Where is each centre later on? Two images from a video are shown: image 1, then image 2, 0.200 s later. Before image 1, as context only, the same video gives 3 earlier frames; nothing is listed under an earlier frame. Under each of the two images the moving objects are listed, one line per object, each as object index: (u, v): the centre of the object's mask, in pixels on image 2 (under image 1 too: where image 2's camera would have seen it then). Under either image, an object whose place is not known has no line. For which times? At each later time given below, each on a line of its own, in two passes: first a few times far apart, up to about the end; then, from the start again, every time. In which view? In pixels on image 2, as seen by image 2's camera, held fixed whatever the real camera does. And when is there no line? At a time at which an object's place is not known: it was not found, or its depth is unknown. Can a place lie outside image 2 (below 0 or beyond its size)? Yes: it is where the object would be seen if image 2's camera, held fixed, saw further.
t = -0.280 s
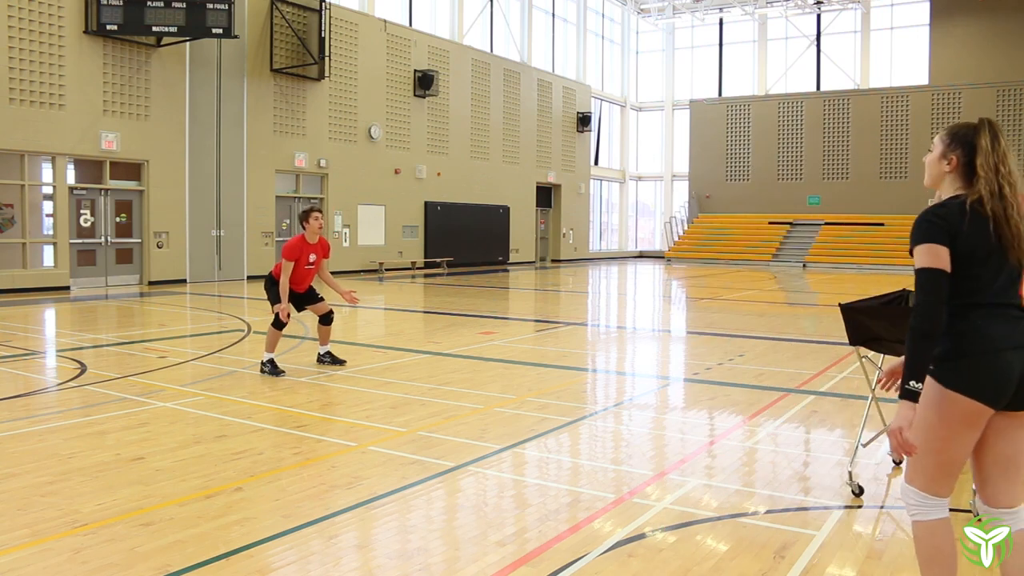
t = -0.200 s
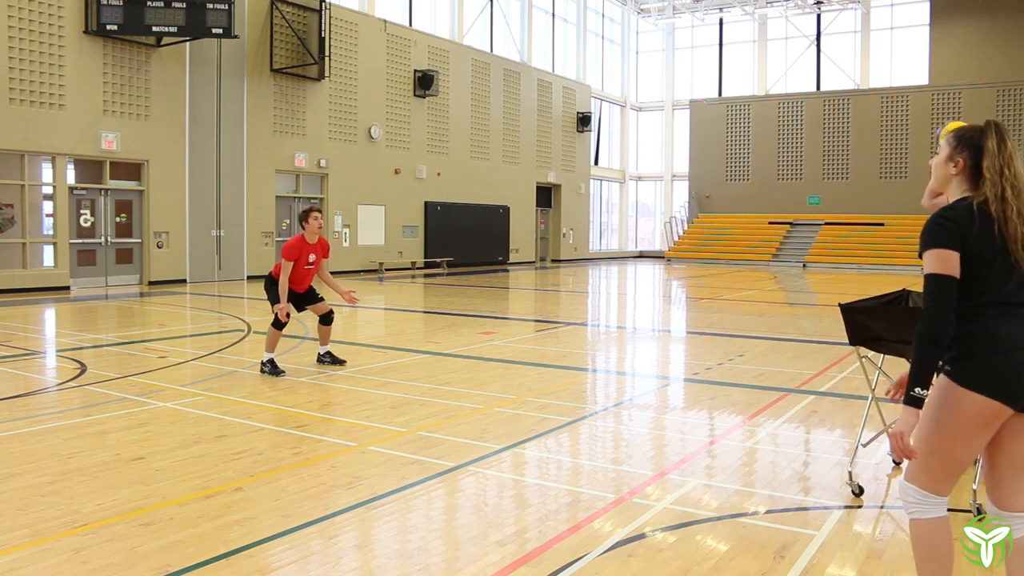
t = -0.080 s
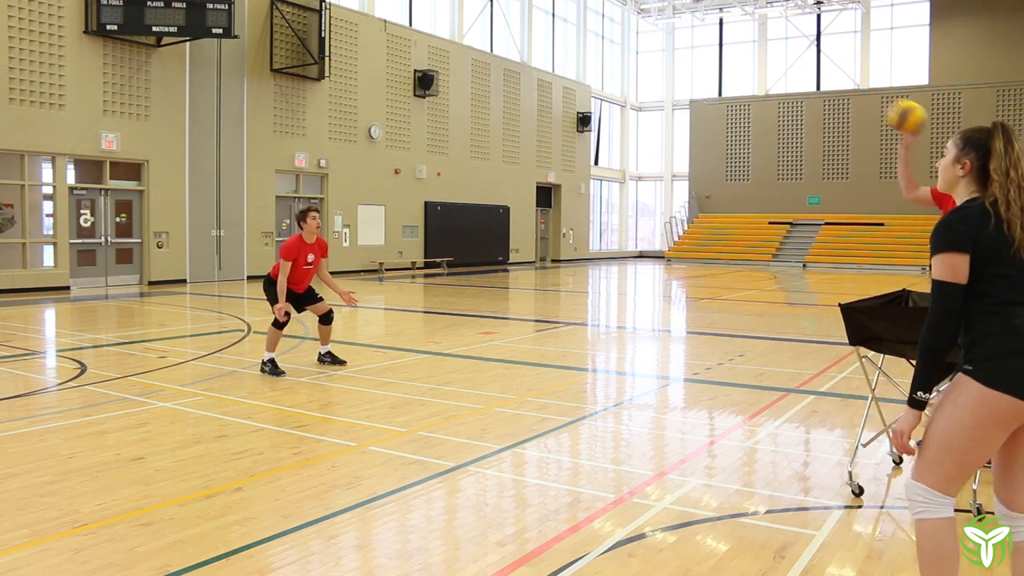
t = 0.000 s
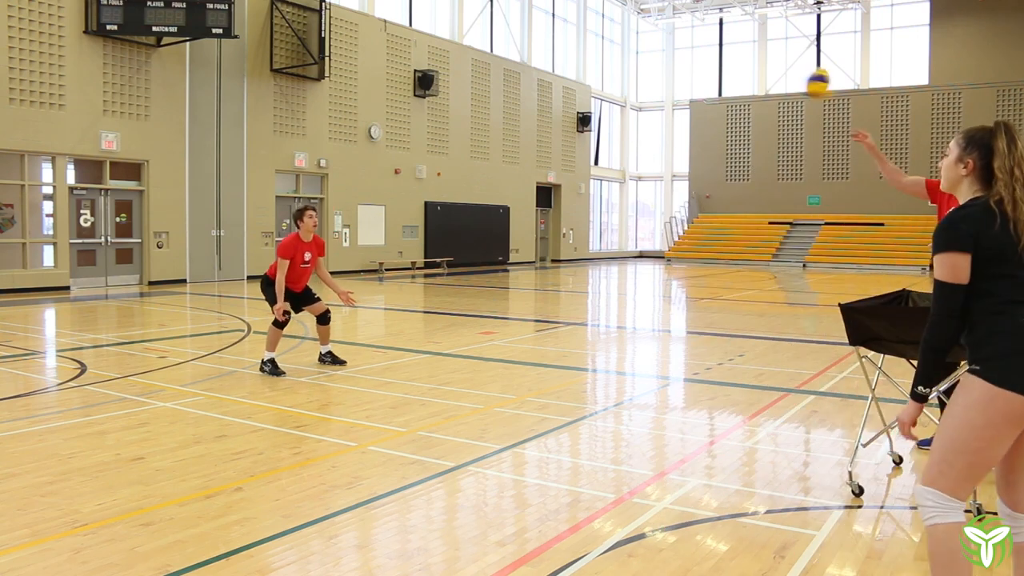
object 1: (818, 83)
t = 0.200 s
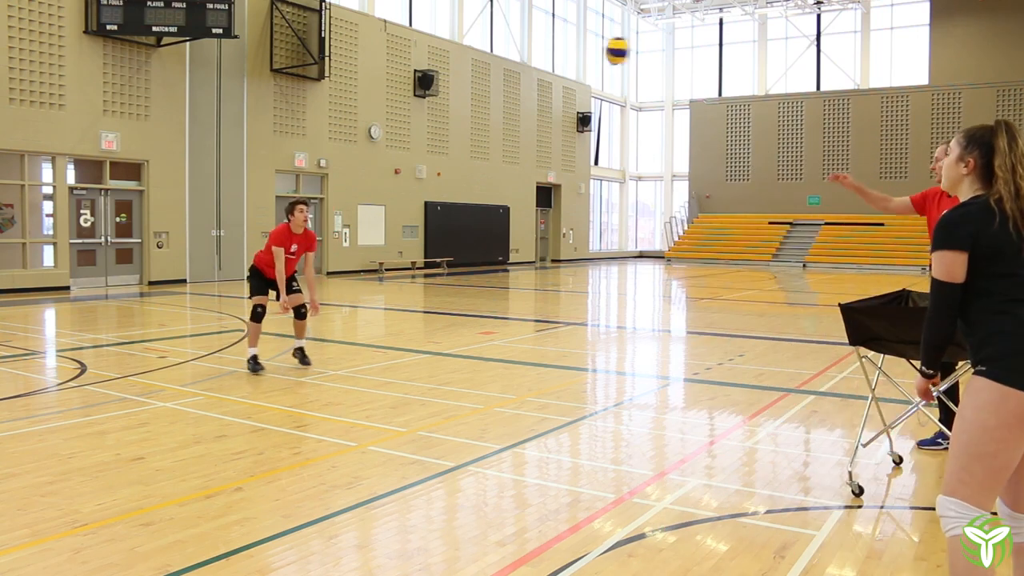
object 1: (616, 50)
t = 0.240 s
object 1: (579, 51)
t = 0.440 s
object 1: (419, 83)
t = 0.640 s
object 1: (288, 157)
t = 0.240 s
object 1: (579, 51)
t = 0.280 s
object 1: (544, 54)
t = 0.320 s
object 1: (512, 59)
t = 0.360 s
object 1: (479, 64)
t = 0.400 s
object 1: (447, 73)
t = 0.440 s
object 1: (419, 83)
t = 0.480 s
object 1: (391, 95)
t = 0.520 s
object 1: (364, 109)
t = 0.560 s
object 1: (337, 124)
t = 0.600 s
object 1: (313, 139)
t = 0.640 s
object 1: (288, 157)
